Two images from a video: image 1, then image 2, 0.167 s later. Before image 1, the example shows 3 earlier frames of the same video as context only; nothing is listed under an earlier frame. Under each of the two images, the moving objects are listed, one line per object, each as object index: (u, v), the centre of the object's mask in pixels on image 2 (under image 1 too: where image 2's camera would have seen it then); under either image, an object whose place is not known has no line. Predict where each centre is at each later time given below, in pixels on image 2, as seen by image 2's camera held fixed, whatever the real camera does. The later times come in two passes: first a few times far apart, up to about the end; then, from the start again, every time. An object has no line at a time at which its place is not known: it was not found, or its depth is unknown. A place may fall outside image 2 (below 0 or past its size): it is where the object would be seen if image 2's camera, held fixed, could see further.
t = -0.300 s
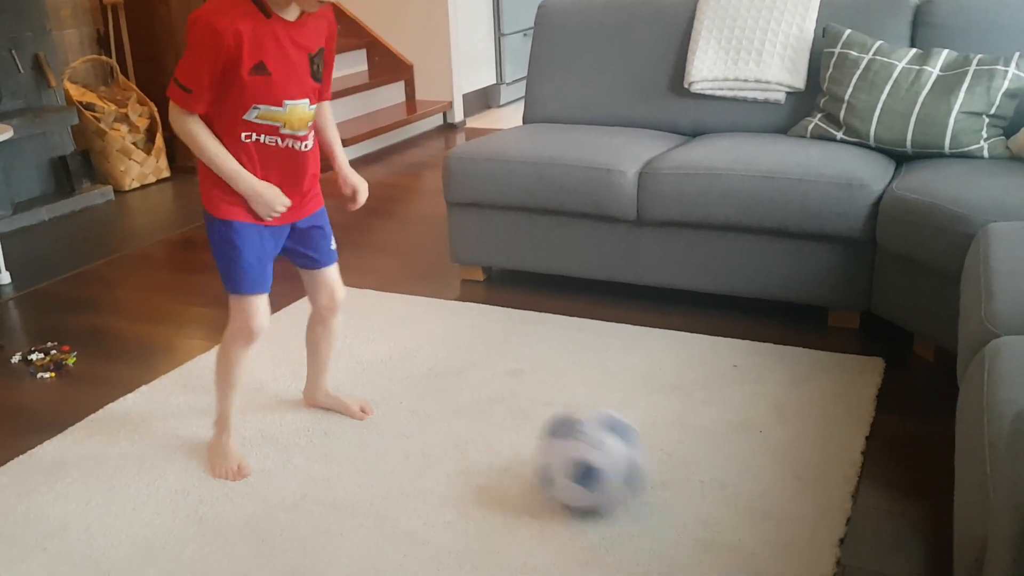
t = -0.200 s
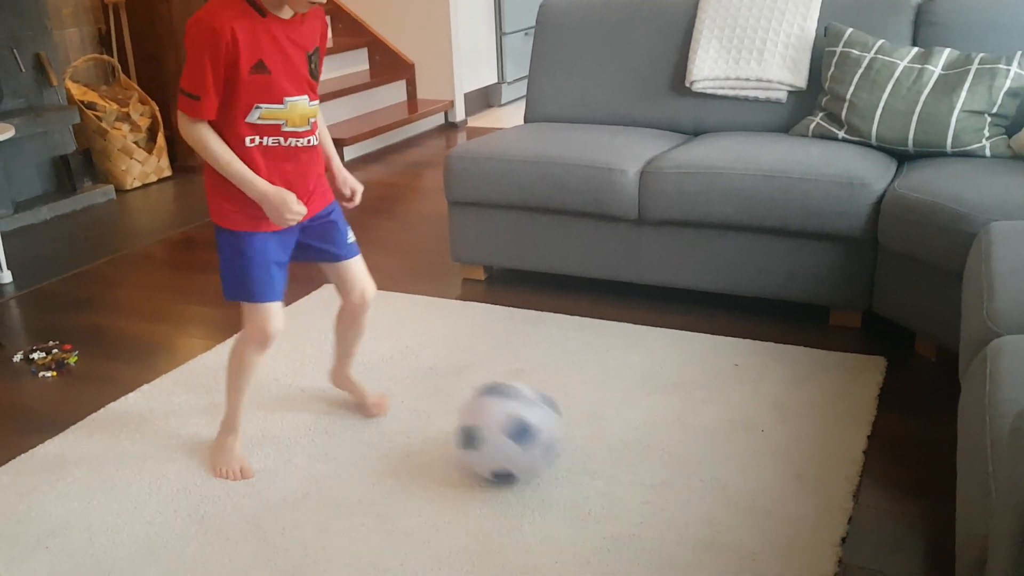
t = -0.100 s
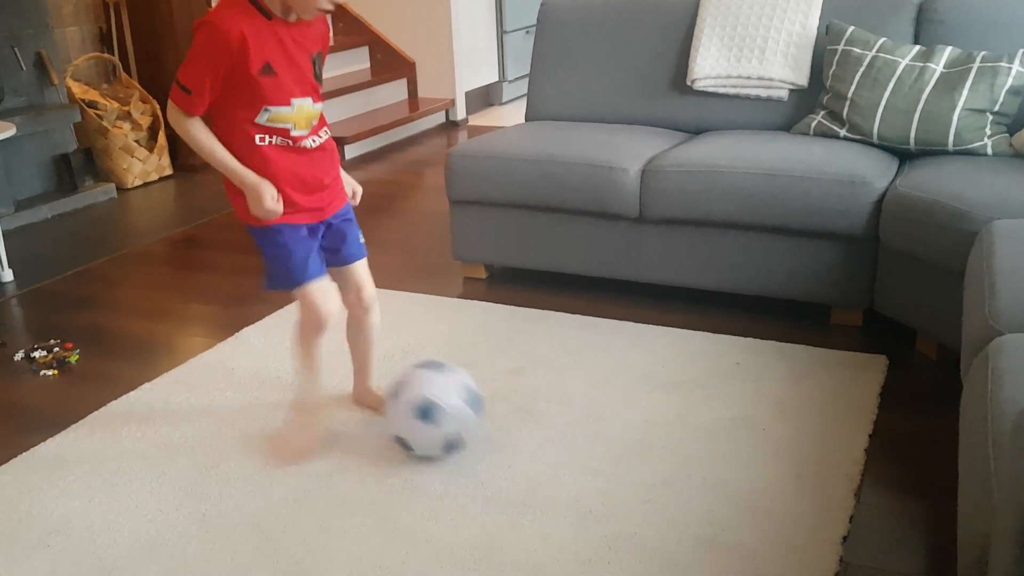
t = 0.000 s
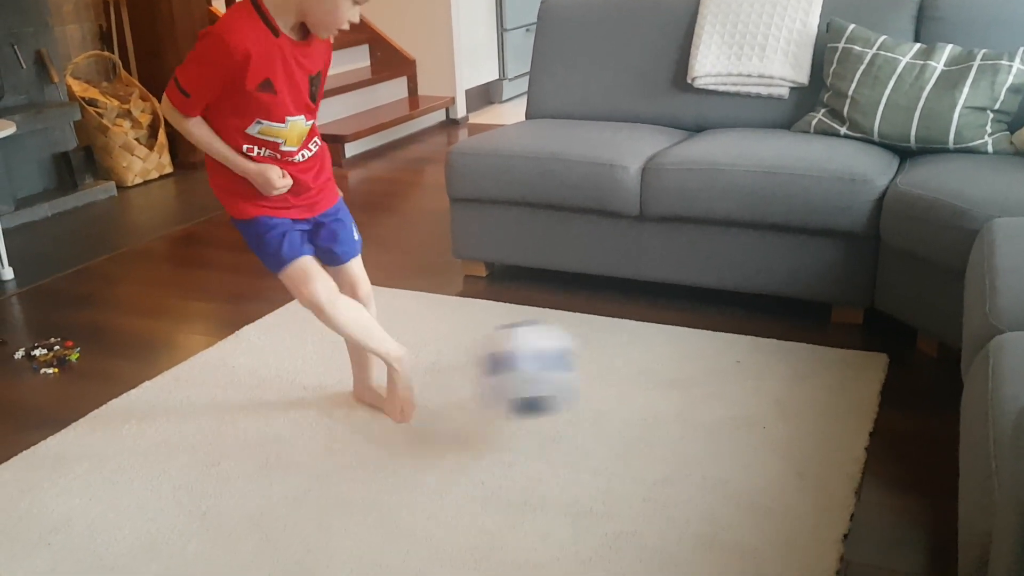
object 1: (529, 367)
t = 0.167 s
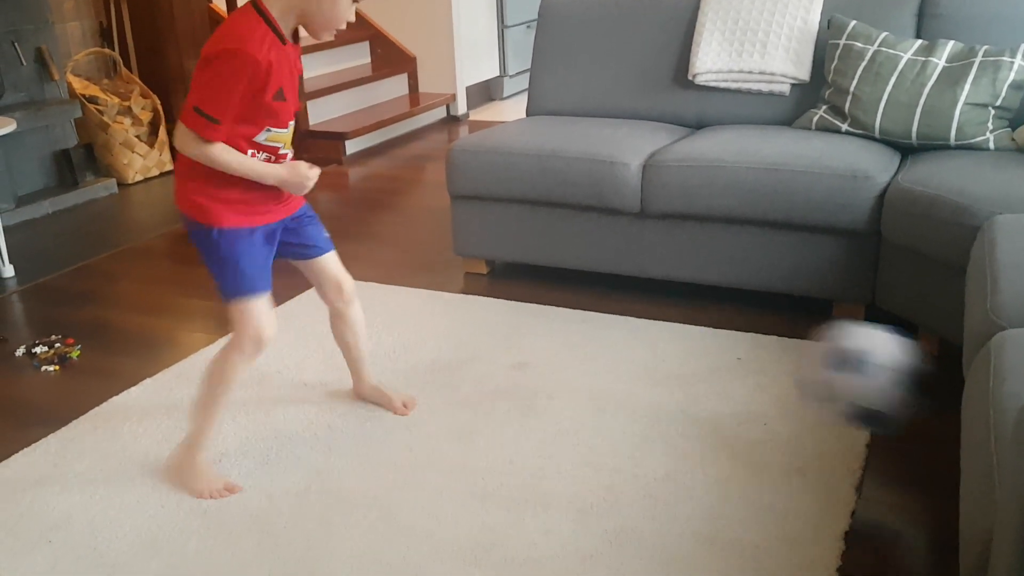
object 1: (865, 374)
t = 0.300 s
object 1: (811, 404)
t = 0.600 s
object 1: (585, 326)
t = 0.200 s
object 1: (920, 391)
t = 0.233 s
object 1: (896, 392)
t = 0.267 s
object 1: (844, 395)
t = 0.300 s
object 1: (811, 404)
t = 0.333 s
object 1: (784, 383)
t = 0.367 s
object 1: (755, 363)
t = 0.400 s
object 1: (729, 352)
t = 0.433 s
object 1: (704, 346)
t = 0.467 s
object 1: (679, 344)
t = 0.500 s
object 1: (653, 348)
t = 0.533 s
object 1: (629, 352)
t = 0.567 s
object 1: (606, 337)
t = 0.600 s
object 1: (585, 326)
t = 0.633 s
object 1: (565, 320)
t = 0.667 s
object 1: (544, 318)
